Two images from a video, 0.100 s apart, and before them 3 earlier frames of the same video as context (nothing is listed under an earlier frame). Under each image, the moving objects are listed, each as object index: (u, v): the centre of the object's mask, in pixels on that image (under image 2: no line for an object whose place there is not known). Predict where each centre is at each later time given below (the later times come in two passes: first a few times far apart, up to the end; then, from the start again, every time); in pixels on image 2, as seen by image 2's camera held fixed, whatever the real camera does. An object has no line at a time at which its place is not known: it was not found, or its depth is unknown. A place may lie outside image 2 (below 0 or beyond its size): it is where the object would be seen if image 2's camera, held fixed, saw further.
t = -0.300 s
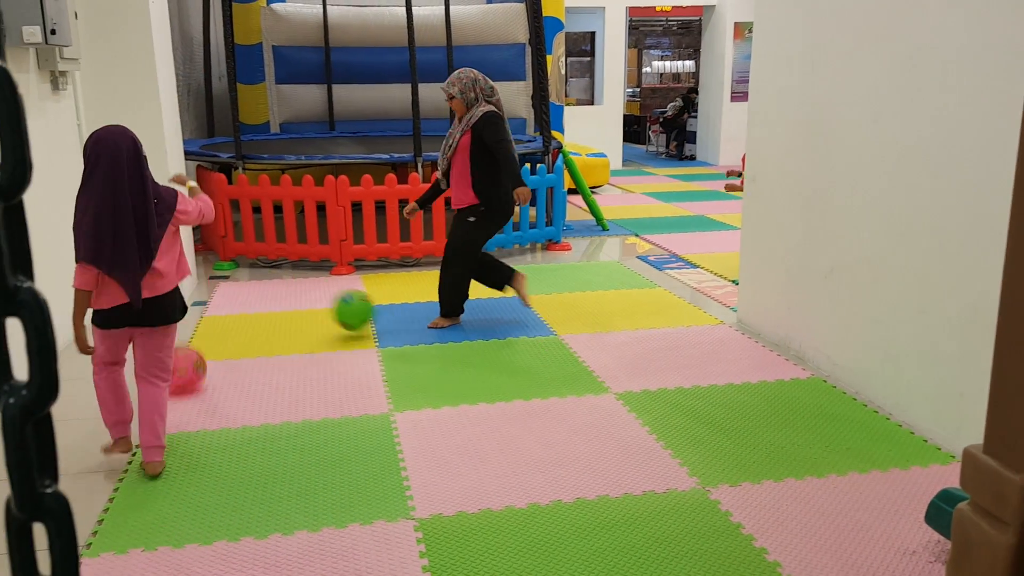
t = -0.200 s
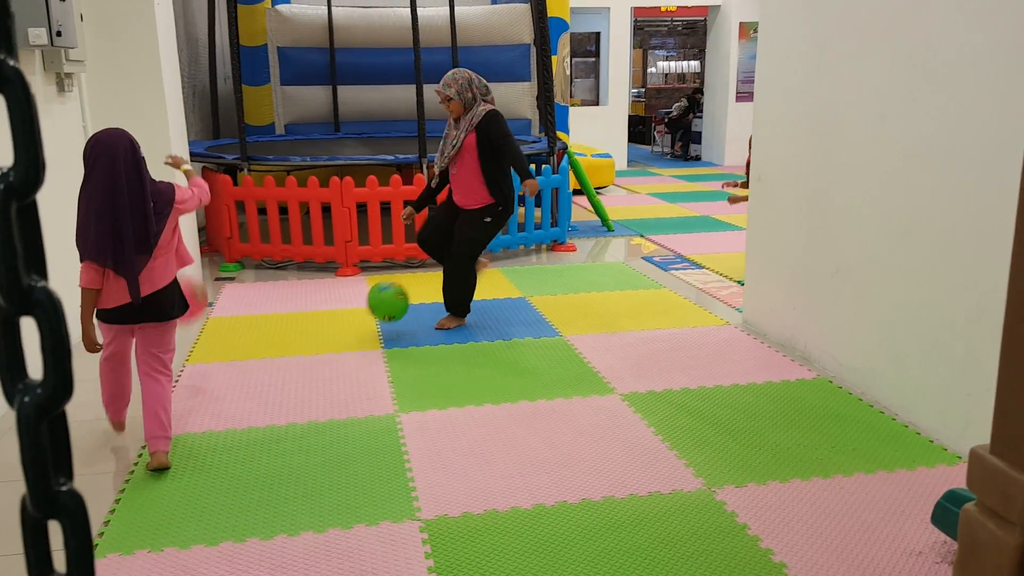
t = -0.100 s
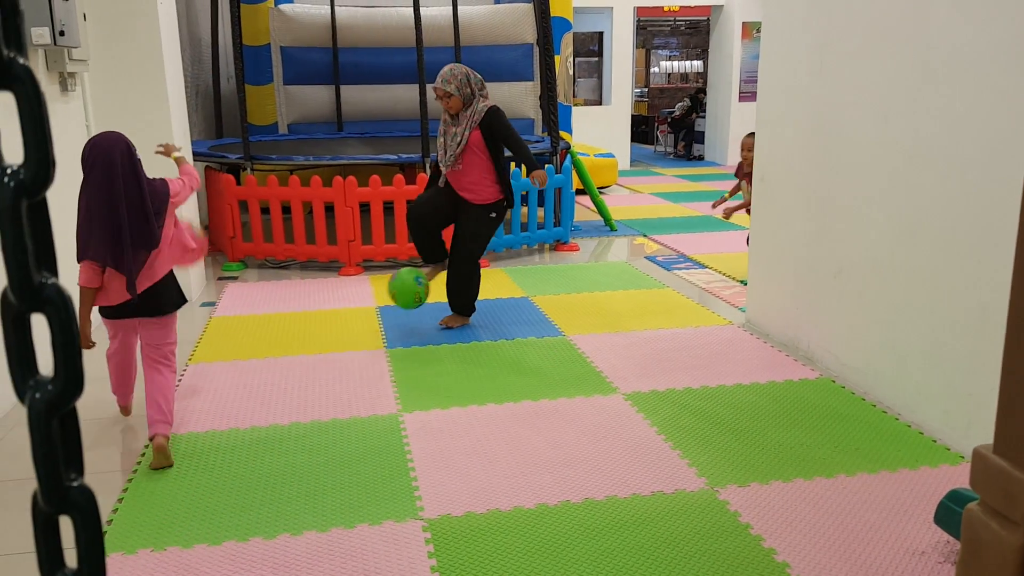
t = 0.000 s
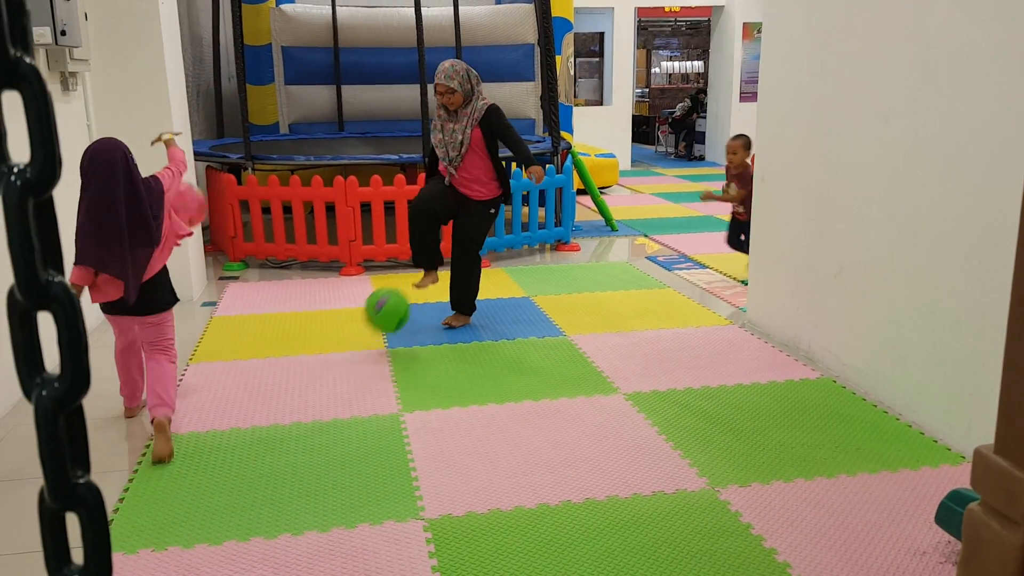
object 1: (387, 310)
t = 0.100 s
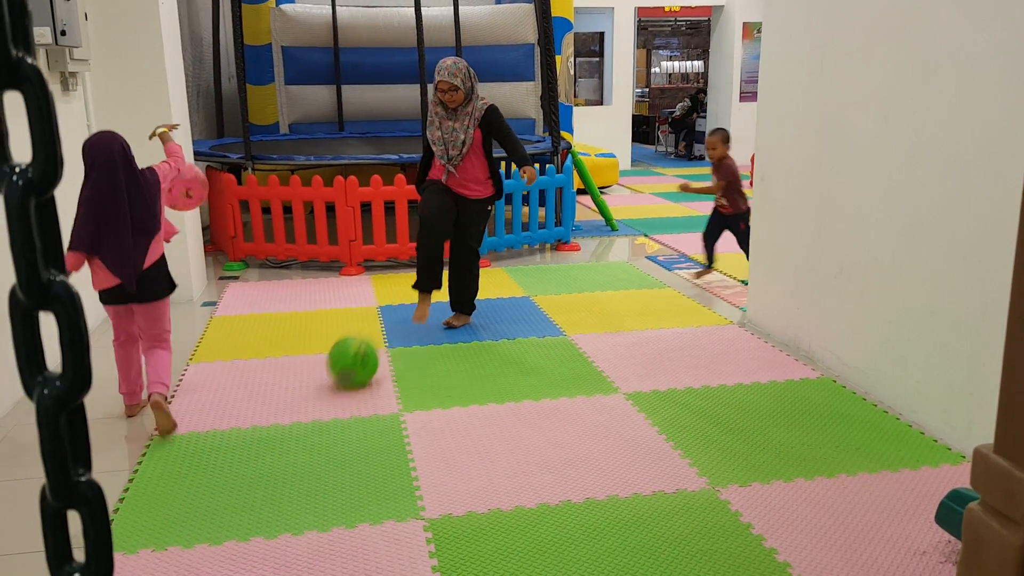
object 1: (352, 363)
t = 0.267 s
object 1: (317, 360)
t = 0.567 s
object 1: (244, 472)
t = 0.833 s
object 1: (142, 573)
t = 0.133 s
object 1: (346, 362)
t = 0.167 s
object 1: (339, 359)
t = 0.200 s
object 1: (331, 358)
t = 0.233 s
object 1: (324, 358)
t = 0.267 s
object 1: (317, 360)
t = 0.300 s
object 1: (310, 364)
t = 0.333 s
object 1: (302, 371)
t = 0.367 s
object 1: (295, 381)
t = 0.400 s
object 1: (287, 394)
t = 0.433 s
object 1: (279, 410)
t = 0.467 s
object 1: (271, 430)
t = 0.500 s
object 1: (264, 452)
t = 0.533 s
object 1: (255, 473)
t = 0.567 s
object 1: (244, 472)
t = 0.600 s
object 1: (232, 474)
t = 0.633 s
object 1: (220, 479)
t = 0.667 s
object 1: (208, 487)
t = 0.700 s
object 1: (195, 499)
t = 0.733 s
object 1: (182, 515)
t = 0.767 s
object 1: (168, 536)
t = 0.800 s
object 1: (154, 556)
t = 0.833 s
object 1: (142, 573)
